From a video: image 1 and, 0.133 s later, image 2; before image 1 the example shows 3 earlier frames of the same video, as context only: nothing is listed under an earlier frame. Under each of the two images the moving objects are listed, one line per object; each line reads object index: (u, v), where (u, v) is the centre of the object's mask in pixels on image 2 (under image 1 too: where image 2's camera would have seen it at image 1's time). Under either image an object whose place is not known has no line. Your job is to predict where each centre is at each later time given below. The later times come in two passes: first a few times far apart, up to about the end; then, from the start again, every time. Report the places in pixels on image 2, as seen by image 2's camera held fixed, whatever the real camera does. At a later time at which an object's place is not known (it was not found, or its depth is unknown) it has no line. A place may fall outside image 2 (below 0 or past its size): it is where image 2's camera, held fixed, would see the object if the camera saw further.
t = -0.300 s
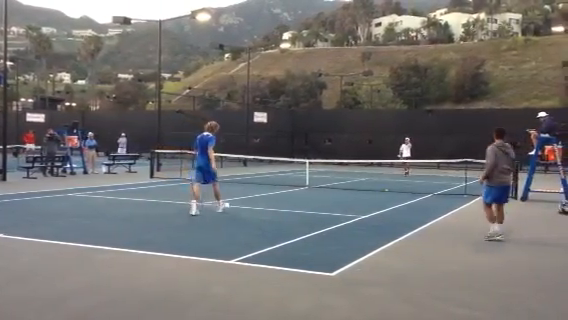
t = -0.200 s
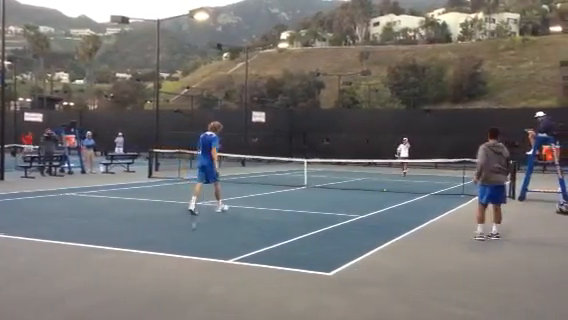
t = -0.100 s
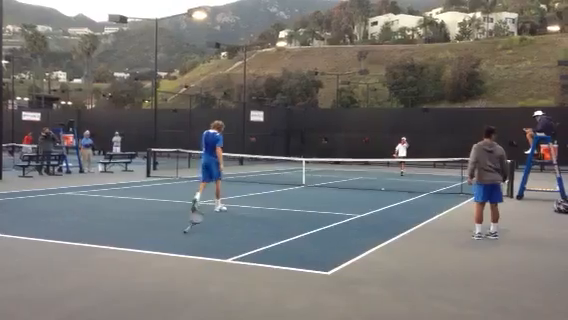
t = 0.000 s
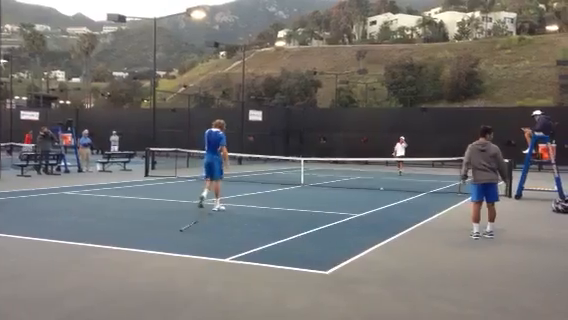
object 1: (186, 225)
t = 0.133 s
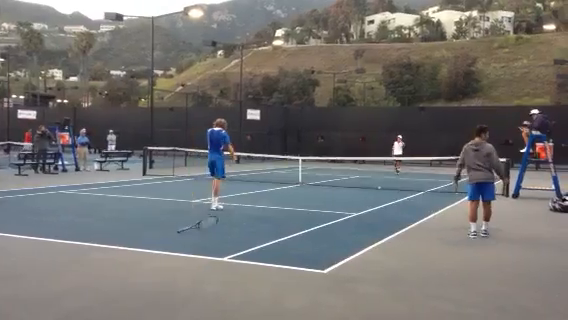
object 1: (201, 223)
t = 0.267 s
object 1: (206, 227)
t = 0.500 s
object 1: (202, 231)
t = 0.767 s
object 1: (196, 237)
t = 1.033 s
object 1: (196, 238)
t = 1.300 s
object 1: (195, 238)
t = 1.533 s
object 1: (195, 238)
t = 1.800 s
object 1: (196, 237)
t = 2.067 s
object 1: (197, 238)
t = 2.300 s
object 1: (196, 238)
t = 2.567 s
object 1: (195, 238)
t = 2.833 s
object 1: (196, 239)
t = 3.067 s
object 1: (196, 239)
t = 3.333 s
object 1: (195, 239)
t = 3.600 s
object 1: (196, 239)
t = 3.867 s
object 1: (196, 239)
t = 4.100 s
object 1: (196, 239)
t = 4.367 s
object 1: (196, 239)
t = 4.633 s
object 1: (196, 239)
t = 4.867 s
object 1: (196, 239)
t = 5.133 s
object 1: (196, 239)
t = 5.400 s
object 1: (196, 239)
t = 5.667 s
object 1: (196, 239)
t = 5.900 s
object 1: (197, 239)
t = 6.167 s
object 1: (197, 239)
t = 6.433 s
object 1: (197, 239)
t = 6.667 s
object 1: (197, 239)
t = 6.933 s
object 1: (197, 239)
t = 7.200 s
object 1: (197, 240)
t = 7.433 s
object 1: (197, 239)
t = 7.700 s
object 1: (198, 239)
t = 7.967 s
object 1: (197, 239)
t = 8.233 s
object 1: (197, 239)
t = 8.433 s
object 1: (197, 239)
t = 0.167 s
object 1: (196, 224)
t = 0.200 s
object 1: (200, 225)
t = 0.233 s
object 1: (204, 225)
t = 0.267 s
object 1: (206, 227)
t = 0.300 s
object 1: (206, 226)
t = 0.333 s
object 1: (205, 225)
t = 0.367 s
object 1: (204, 226)
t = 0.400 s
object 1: (202, 227)
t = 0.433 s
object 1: (201, 228)
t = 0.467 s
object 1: (202, 230)
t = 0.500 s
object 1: (202, 231)
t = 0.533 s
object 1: (201, 231)
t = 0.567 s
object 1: (199, 232)
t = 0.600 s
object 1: (198, 234)
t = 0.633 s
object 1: (197, 235)
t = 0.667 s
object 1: (196, 237)
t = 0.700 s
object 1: (196, 237)
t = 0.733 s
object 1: (197, 237)
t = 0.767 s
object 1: (196, 237)
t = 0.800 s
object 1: (196, 237)
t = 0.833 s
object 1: (196, 237)
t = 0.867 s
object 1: (196, 237)
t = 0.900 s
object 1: (196, 237)
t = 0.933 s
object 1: (196, 238)
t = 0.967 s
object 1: (196, 237)
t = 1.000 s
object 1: (196, 238)
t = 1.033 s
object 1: (196, 238)
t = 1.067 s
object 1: (195, 238)
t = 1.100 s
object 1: (196, 238)
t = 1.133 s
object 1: (195, 237)
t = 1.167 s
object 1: (195, 238)
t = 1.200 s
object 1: (195, 238)
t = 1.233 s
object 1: (195, 238)
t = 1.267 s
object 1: (195, 238)
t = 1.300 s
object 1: (195, 238)
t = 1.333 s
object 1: (195, 238)
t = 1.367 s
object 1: (195, 238)
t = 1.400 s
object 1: (195, 238)
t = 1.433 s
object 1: (195, 238)
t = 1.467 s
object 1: (195, 238)
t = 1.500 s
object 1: (195, 238)
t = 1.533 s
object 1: (195, 238)
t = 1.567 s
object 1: (196, 238)
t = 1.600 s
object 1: (196, 237)
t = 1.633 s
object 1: (196, 237)
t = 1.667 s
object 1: (197, 238)
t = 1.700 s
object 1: (197, 237)
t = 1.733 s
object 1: (197, 238)
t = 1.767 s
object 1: (196, 237)
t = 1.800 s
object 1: (196, 237)
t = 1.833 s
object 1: (195, 238)
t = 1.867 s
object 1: (196, 238)
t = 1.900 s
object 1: (197, 238)
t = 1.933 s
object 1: (196, 238)
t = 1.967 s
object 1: (197, 238)
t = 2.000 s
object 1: (197, 238)
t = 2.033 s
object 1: (197, 238)
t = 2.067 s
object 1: (197, 238)
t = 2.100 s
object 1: (196, 238)
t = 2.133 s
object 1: (196, 238)
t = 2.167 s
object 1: (196, 238)
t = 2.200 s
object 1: (196, 238)
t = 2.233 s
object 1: (196, 238)
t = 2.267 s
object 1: (196, 238)
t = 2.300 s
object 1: (196, 238)
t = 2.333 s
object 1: (196, 238)
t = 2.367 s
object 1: (195, 238)
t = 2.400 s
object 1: (195, 238)
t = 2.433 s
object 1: (195, 238)
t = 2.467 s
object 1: (195, 238)
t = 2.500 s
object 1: (195, 238)
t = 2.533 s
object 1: (195, 238)
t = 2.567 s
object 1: (195, 238)
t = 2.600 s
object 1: (195, 238)
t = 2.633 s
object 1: (195, 238)
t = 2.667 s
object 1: (196, 238)
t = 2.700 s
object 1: (196, 239)
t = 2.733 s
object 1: (196, 239)
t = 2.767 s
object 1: (197, 239)
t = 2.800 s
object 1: (196, 239)
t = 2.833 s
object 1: (196, 239)
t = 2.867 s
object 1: (197, 239)
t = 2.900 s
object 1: (196, 239)
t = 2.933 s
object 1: (195, 239)
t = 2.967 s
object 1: (196, 239)
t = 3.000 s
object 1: (196, 239)
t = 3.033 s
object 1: (196, 239)
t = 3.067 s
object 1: (196, 239)
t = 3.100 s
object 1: (196, 239)
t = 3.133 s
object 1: (196, 239)
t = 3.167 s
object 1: (196, 239)
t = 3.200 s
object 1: (196, 239)
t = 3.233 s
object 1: (196, 239)
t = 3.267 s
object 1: (196, 239)
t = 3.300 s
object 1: (195, 239)
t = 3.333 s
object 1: (195, 239)
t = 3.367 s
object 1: (196, 239)
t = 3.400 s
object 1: (196, 239)
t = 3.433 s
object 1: (196, 239)
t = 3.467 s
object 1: (196, 239)
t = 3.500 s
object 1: (196, 239)
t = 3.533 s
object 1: (196, 239)
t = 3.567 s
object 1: (196, 239)
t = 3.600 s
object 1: (196, 239)
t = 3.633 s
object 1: (196, 239)
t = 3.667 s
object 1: (196, 239)
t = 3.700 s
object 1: (195, 239)
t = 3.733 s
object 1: (196, 239)
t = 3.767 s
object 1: (197, 239)
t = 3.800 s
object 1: (196, 239)
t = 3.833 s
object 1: (195, 239)
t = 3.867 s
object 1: (196, 239)
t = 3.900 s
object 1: (196, 239)
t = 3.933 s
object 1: (196, 239)
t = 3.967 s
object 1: (196, 239)
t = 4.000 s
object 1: (196, 239)
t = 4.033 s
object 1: (196, 239)
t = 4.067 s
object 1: (196, 239)
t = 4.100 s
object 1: (196, 239)
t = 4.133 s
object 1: (196, 239)
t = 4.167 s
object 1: (196, 239)
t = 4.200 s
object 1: (196, 239)
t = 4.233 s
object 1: (196, 239)
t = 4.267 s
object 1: (197, 239)
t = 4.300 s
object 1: (196, 239)
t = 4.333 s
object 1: (196, 239)
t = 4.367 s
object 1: (196, 239)
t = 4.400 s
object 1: (196, 239)
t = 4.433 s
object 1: (196, 239)
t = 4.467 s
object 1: (196, 239)
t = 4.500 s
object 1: (196, 239)
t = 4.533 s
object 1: (196, 239)
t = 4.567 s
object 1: (196, 239)
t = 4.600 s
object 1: (196, 239)
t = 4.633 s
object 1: (196, 239)
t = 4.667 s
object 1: (196, 239)
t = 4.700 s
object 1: (196, 239)
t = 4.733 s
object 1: (196, 239)
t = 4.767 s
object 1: (197, 239)
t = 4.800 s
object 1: (196, 239)
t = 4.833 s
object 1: (196, 239)
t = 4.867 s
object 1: (196, 239)
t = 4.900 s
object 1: (197, 239)
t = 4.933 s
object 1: (196, 239)
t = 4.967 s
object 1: (196, 239)
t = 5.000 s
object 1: (196, 239)
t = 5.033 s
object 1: (197, 239)
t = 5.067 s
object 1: (196, 239)
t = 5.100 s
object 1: (197, 239)
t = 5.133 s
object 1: (196, 239)
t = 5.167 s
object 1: (196, 239)
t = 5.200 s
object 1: (197, 239)
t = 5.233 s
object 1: (197, 239)
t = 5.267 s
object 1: (196, 239)
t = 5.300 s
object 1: (196, 239)
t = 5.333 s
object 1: (196, 239)
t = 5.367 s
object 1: (196, 239)
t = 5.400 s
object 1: (196, 239)
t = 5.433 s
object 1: (197, 239)
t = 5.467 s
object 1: (197, 239)
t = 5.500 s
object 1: (197, 239)
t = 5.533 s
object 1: (196, 239)
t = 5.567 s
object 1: (197, 239)
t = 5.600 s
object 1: (197, 239)
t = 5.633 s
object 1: (196, 239)
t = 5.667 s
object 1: (196, 239)
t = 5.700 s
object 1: (197, 239)
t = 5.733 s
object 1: (196, 239)
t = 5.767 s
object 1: (197, 240)
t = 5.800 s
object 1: (197, 239)
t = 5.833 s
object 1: (197, 240)
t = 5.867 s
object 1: (197, 239)
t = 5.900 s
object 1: (197, 239)
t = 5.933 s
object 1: (197, 239)
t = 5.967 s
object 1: (197, 240)
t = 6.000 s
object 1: (197, 239)
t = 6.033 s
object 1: (197, 239)
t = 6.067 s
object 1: (197, 240)
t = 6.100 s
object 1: (197, 239)
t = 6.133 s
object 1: (197, 240)
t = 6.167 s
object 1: (197, 239)
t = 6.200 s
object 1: (198, 239)
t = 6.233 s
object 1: (197, 239)
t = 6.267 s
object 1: (198, 239)
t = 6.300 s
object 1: (197, 239)
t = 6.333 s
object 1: (197, 239)
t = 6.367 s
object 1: (197, 239)
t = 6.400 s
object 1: (197, 239)
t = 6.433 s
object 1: (197, 239)
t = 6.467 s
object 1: (197, 239)
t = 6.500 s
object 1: (197, 239)
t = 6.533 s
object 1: (197, 239)
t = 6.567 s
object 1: (197, 240)
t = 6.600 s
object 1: (197, 239)
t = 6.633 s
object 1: (197, 239)
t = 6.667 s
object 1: (197, 239)
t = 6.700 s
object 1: (197, 239)
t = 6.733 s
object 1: (197, 240)
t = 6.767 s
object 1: (197, 240)
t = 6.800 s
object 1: (197, 239)
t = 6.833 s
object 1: (197, 239)
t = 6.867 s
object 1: (197, 239)
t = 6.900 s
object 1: (197, 239)
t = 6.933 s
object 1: (197, 239)
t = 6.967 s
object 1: (197, 239)
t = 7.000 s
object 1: (197, 239)
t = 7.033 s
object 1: (197, 240)
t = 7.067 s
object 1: (197, 240)
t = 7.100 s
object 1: (197, 240)
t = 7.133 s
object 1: (197, 240)
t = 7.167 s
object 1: (197, 239)
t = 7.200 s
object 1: (197, 240)
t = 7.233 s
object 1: (197, 240)
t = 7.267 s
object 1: (197, 240)
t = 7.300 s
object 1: (197, 239)
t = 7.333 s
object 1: (197, 239)
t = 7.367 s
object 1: (197, 239)
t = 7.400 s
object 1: (197, 239)
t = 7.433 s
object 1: (197, 239)
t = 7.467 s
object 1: (197, 240)
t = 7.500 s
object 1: (197, 240)
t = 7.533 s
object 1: (197, 239)
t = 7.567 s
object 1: (197, 239)
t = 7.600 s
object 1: (197, 239)
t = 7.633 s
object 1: (197, 239)
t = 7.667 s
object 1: (197, 239)
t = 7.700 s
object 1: (198, 239)
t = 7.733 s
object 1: (197, 240)
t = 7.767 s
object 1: (197, 240)
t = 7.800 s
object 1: (197, 239)
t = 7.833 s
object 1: (197, 239)
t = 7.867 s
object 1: (197, 239)
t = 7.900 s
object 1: (197, 239)
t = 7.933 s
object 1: (197, 239)
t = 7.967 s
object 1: (197, 239)
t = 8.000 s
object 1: (197, 239)
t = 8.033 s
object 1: (197, 240)
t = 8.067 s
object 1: (197, 240)
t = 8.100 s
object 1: (197, 240)
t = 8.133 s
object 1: (197, 239)
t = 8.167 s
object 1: (197, 239)
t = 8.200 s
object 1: (197, 239)
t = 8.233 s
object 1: (197, 239)
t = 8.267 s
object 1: (197, 239)
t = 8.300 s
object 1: (197, 239)
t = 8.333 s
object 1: (197, 239)
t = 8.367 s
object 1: (197, 239)
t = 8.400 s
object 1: (197, 239)
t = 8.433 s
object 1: (197, 239)
